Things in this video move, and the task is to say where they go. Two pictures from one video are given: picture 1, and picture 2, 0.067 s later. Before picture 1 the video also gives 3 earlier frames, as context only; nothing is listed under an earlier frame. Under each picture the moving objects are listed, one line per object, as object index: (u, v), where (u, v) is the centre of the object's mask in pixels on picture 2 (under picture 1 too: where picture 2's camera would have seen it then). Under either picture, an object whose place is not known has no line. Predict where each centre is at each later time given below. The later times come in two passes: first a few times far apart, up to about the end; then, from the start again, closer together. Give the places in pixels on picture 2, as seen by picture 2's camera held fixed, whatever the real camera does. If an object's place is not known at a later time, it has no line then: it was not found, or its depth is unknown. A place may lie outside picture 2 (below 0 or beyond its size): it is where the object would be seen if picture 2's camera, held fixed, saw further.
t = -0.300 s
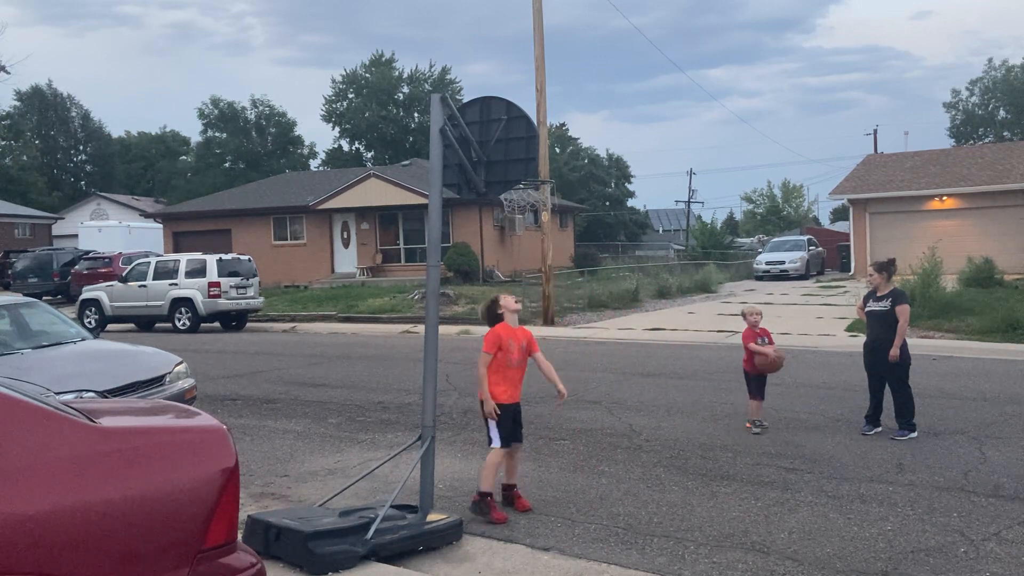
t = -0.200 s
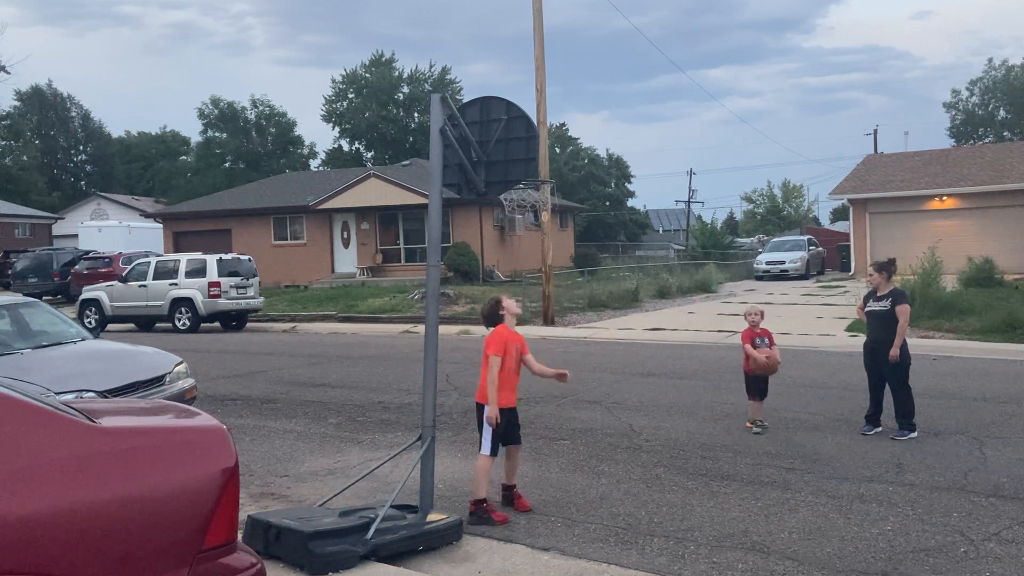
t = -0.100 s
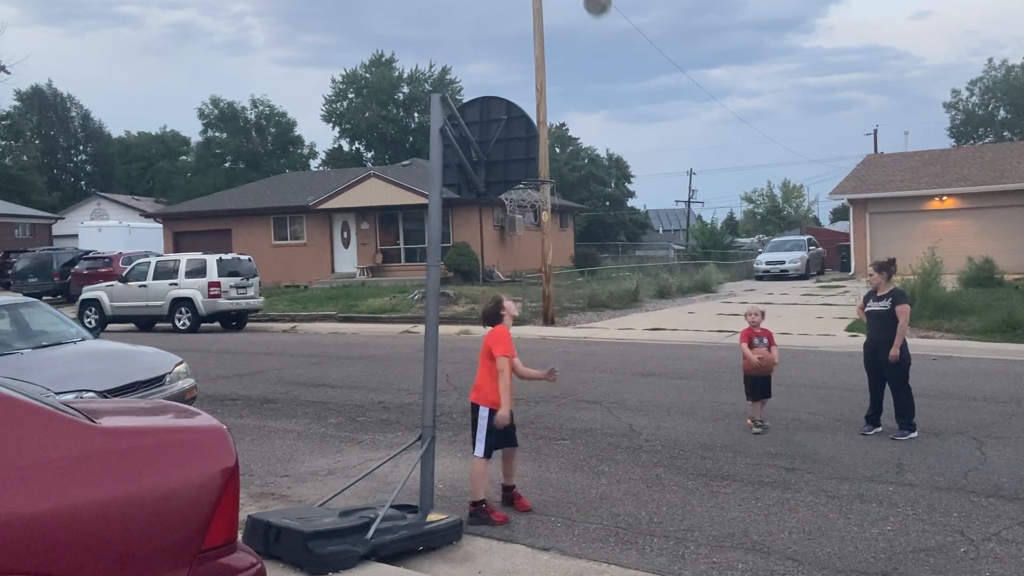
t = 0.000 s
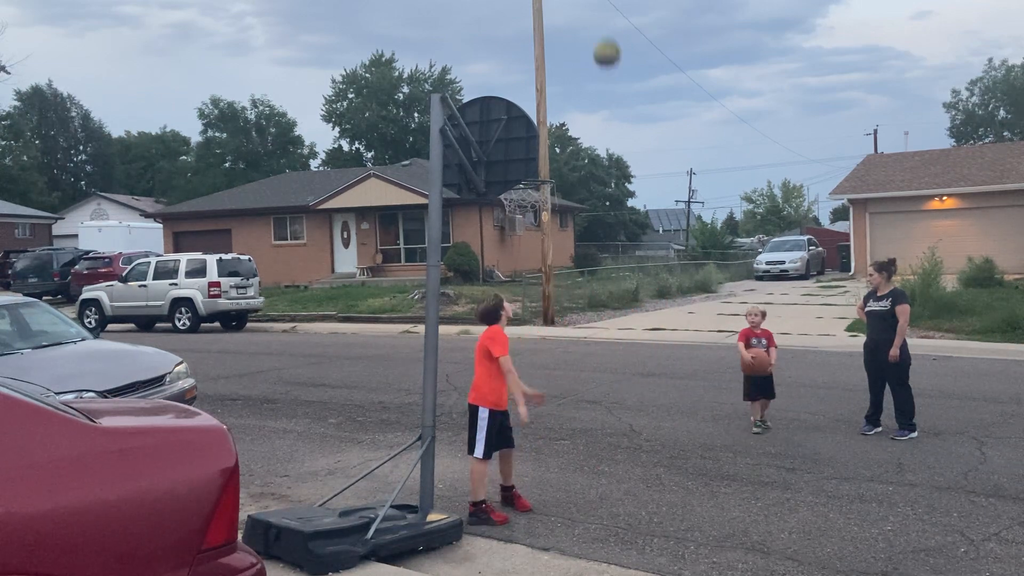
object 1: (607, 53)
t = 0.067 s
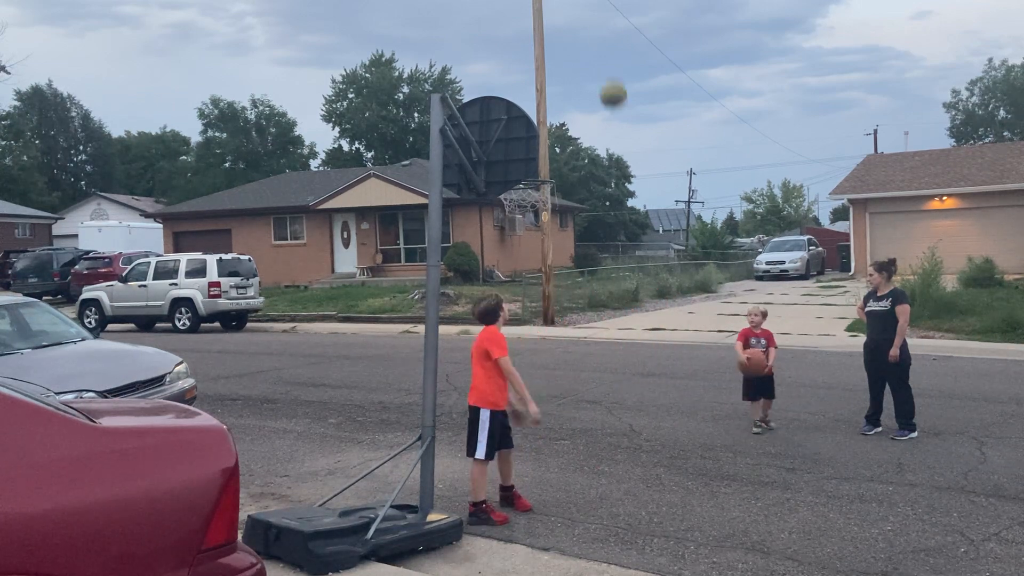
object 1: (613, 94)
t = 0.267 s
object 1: (632, 238)
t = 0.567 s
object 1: (647, 363)
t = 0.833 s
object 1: (635, 216)
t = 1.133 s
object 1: (621, 146)
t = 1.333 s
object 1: (615, 162)
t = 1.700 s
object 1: (607, 326)
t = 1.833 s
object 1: (607, 434)
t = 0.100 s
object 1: (617, 116)
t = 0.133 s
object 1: (619, 139)
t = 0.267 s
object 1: (632, 238)
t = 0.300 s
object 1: (636, 271)
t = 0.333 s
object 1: (638, 297)
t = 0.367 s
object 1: (644, 331)
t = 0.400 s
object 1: (646, 361)
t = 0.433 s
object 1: (651, 393)
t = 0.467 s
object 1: (653, 427)
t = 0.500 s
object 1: (652, 411)
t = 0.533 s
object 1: (649, 387)
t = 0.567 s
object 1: (647, 363)
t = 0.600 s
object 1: (645, 342)
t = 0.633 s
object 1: (643, 319)
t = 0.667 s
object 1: (642, 299)
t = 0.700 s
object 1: (640, 280)
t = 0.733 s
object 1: (639, 261)
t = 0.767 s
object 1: (637, 245)
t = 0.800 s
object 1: (636, 229)
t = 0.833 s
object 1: (635, 216)
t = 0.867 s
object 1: (632, 202)
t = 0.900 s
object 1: (631, 191)
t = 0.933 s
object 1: (629, 182)
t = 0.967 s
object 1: (628, 172)
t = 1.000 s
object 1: (627, 164)
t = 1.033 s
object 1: (625, 158)
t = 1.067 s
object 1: (624, 153)
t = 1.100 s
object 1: (622, 149)
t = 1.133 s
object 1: (621, 146)
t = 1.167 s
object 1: (620, 145)
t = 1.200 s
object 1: (619, 145)
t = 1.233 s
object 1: (618, 147)
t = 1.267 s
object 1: (617, 149)
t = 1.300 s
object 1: (616, 154)
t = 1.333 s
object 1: (615, 162)
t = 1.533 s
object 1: (609, 227)
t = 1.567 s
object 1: (608, 243)
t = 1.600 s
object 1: (608, 260)
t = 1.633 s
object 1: (608, 283)
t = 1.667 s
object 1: (607, 303)
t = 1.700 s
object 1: (607, 326)
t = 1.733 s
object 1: (606, 351)
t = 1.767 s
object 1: (606, 378)
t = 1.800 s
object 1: (607, 404)
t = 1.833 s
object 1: (607, 434)
